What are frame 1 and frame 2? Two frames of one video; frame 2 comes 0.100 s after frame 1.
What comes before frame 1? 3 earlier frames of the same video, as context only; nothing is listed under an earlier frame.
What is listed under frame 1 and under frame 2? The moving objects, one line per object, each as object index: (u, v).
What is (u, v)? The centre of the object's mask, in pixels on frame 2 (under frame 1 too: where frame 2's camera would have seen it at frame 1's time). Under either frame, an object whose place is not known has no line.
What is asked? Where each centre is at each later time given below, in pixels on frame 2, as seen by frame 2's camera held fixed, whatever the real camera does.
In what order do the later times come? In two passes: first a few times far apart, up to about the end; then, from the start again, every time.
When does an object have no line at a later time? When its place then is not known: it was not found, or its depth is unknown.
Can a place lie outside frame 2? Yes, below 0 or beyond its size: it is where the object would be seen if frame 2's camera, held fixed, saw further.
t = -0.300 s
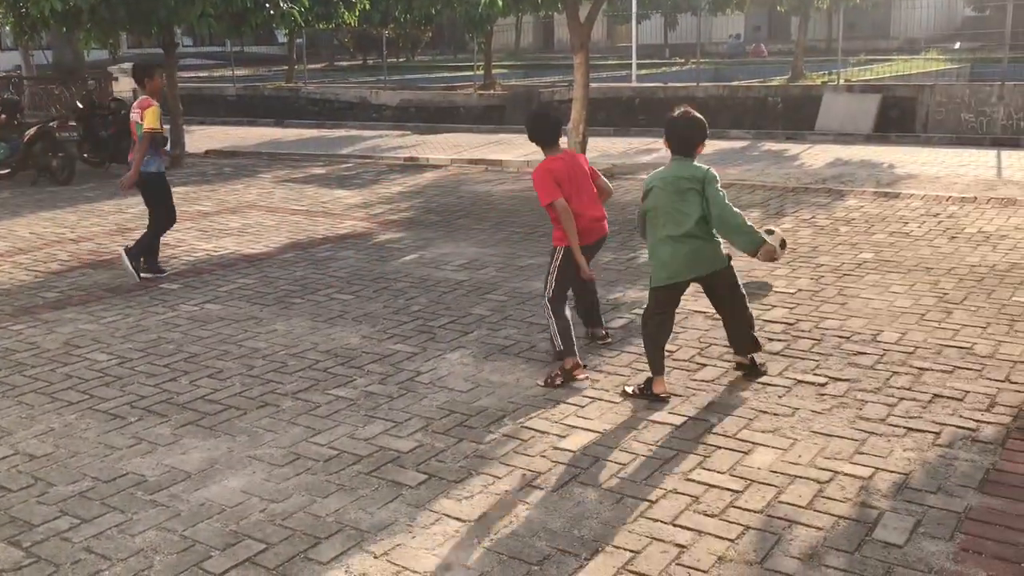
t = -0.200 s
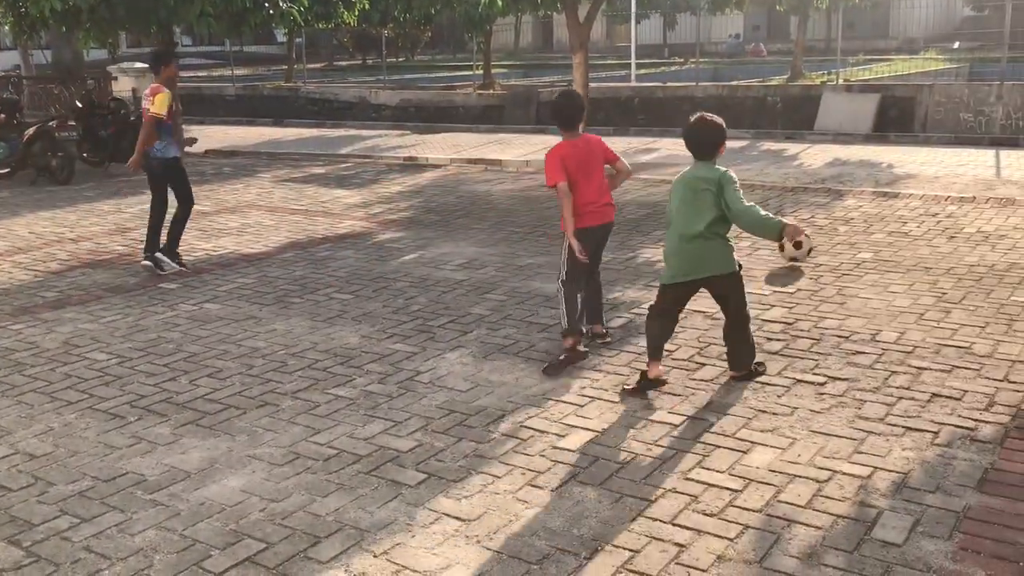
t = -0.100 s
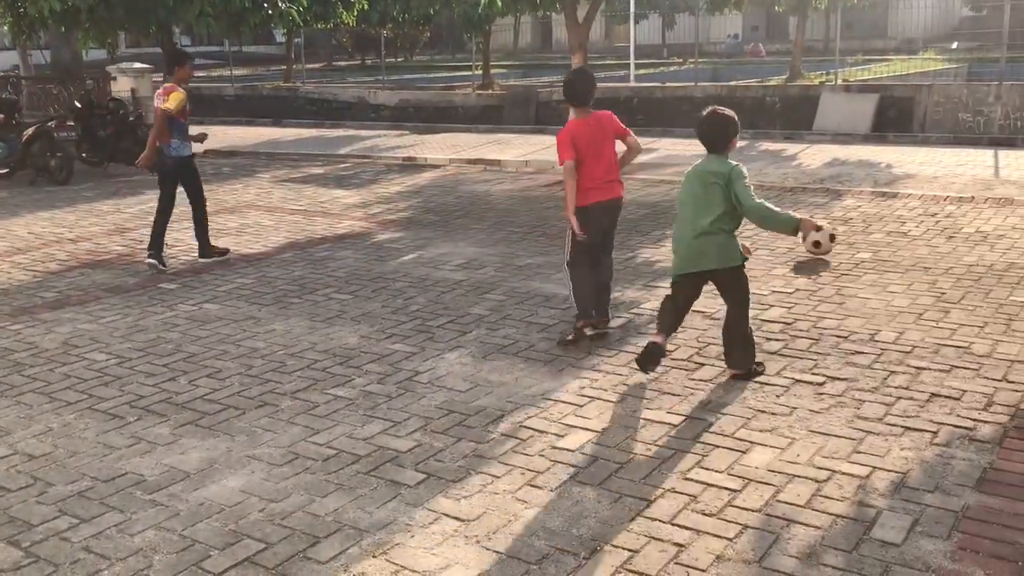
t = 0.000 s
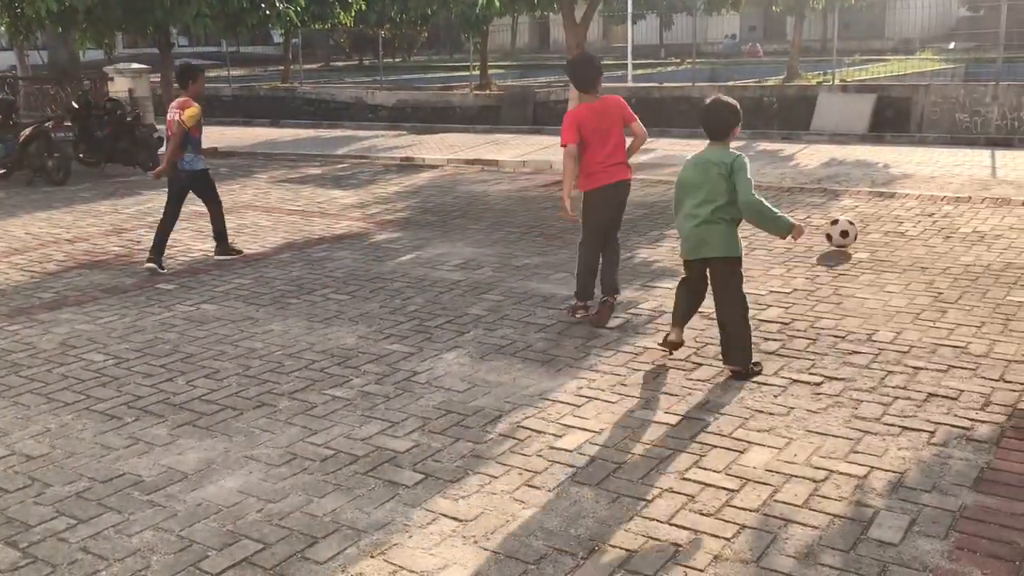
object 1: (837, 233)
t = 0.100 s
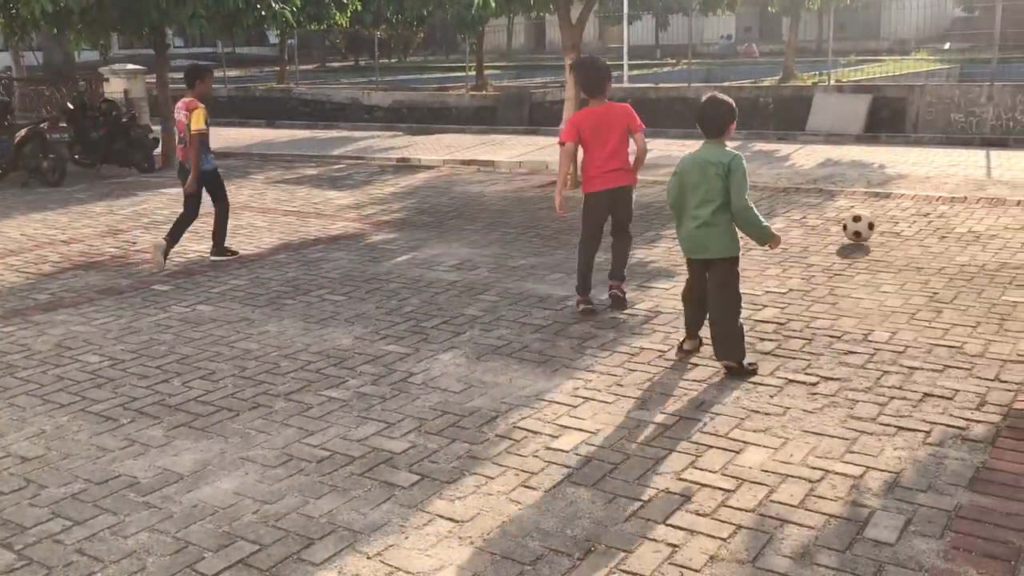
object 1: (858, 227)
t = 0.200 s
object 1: (880, 222)
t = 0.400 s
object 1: (918, 209)
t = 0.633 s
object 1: (957, 199)
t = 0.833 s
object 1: (987, 191)
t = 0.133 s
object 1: (865, 226)
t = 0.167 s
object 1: (873, 224)
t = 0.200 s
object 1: (880, 222)
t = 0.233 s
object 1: (886, 220)
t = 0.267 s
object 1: (892, 218)
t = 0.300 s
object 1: (899, 217)
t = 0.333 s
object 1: (905, 213)
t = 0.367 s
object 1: (912, 210)
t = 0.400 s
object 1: (918, 209)
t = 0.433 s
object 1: (924, 211)
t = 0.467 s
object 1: (929, 206)
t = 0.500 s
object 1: (935, 204)
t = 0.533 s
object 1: (940, 204)
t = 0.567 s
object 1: (948, 204)
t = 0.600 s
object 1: (951, 202)
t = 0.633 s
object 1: (957, 199)
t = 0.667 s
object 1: (962, 200)
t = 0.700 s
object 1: (967, 199)
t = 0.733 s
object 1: (972, 196)
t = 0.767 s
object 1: (978, 192)
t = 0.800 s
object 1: (984, 191)
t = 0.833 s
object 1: (987, 191)
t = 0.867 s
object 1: (992, 188)
